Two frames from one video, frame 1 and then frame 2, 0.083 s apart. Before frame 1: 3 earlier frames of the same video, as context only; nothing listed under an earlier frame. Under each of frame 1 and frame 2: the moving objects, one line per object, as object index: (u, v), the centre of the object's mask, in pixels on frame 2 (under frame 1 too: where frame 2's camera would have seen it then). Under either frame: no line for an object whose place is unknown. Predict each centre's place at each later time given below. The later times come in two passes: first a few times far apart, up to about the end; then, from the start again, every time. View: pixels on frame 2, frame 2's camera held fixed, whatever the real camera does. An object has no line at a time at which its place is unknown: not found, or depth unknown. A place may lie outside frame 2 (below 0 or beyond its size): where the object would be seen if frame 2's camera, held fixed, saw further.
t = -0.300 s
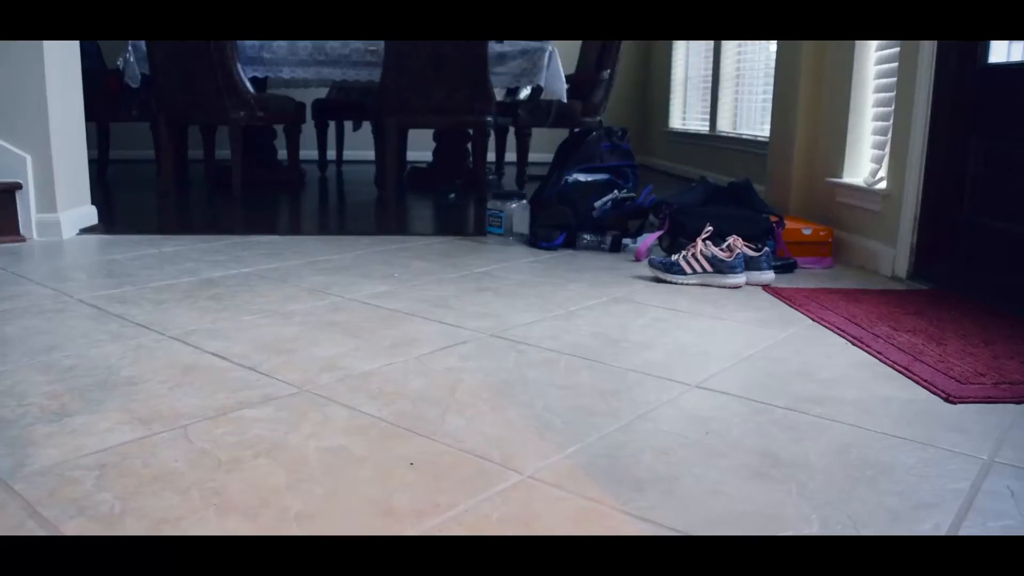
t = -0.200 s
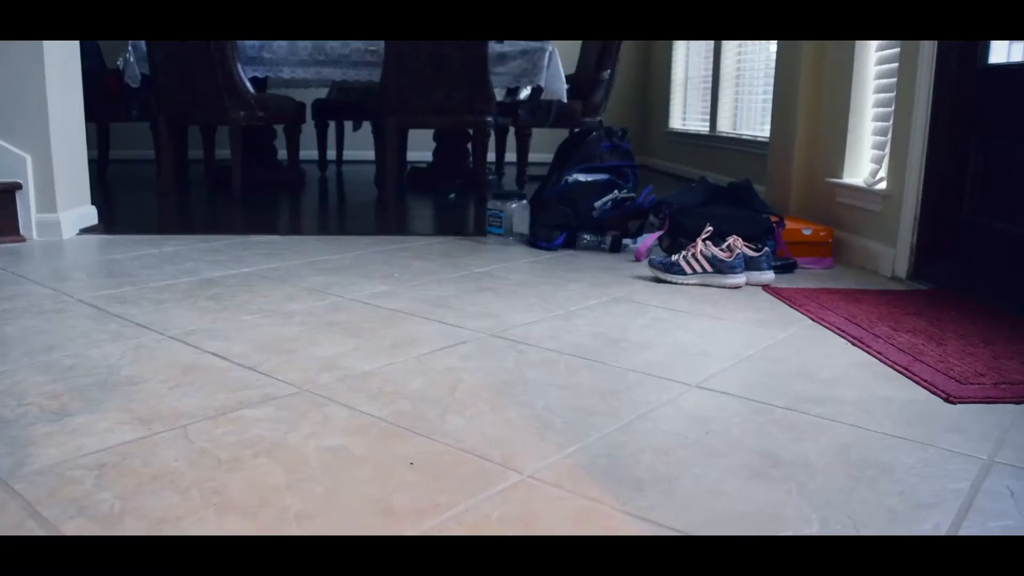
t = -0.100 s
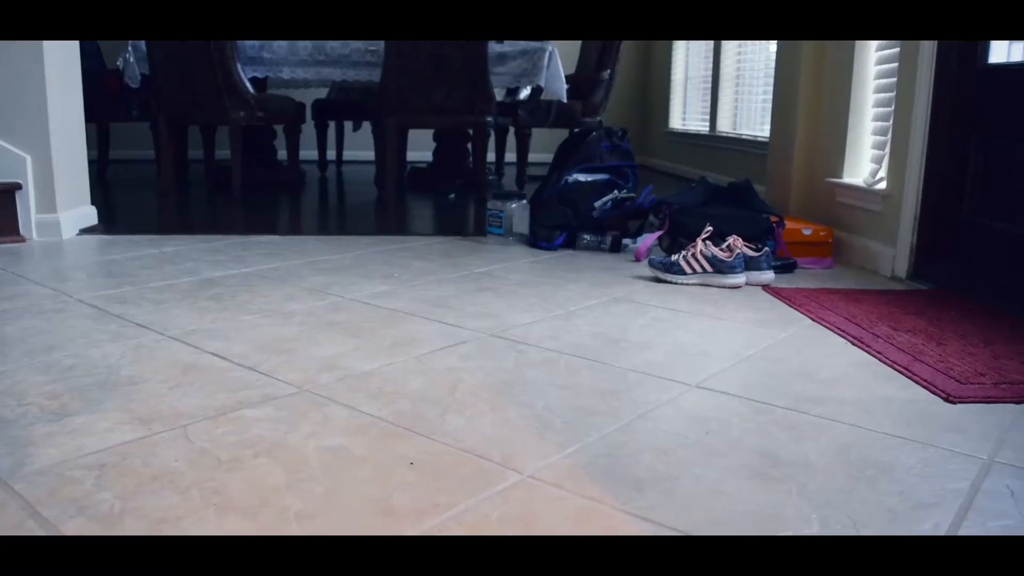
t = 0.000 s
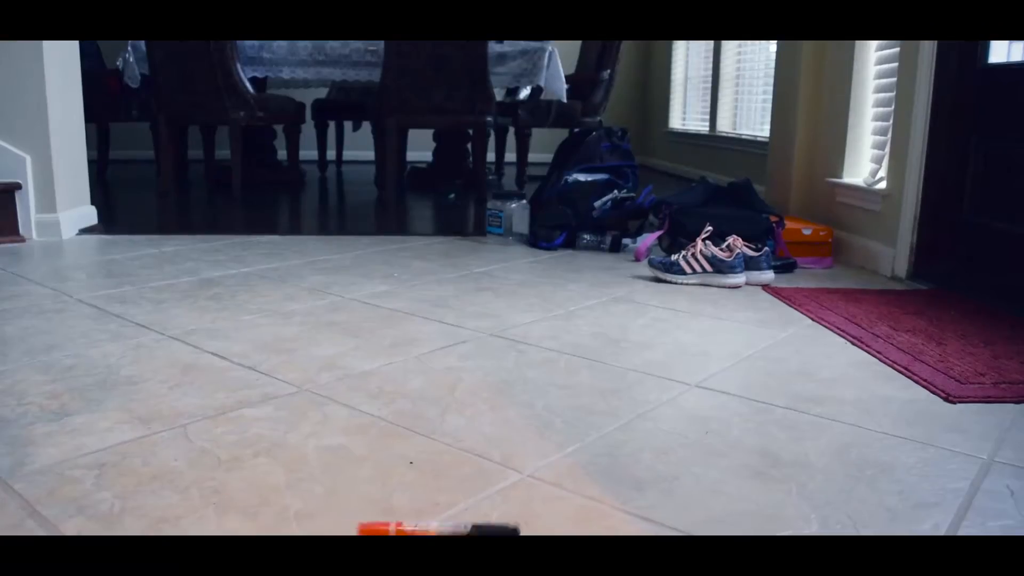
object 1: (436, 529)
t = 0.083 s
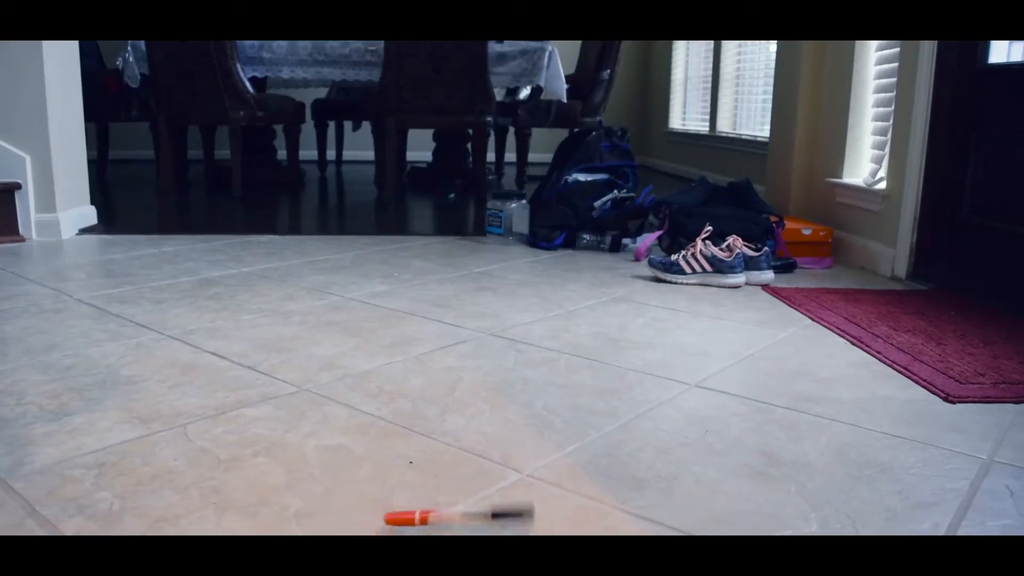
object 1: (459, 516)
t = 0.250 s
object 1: (476, 468)
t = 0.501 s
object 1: (490, 410)
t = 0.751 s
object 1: (496, 376)
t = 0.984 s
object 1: (493, 353)
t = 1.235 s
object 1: (492, 339)
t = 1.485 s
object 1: (492, 331)
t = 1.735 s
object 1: (492, 324)
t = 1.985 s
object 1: (492, 319)
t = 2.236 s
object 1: (491, 314)
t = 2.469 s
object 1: (491, 311)
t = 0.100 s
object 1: (460, 508)
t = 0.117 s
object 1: (461, 498)
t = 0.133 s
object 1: (464, 492)
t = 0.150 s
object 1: (467, 487)
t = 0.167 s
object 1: (470, 485)
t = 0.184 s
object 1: (471, 485)
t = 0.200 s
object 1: (473, 483)
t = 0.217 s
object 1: (470, 479)
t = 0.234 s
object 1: (475, 474)
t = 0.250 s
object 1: (476, 468)
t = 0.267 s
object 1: (476, 465)
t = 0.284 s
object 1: (475, 462)
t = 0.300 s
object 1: (481, 456)
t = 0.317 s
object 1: (479, 449)
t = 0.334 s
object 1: (480, 444)
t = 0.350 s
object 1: (481, 440)
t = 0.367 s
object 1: (483, 438)
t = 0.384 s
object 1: (485, 436)
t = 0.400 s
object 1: (485, 432)
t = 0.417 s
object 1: (486, 428)
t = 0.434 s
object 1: (489, 425)
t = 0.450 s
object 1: (488, 419)
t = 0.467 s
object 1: (488, 414)
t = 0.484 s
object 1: (490, 412)
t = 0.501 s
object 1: (490, 410)
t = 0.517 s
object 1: (492, 409)
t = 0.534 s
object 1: (493, 405)
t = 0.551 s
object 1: (494, 401)
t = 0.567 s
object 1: (495, 399)
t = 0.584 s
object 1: (495, 397)
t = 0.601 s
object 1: (494, 394)
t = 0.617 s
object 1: (494, 390)
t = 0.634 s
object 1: (494, 389)
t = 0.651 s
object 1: (495, 388)
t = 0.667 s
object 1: (496, 386)
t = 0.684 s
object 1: (496, 383)
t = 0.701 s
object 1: (496, 382)
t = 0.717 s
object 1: (497, 380)
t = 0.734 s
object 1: (497, 378)
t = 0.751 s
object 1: (496, 376)
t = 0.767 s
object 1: (495, 373)
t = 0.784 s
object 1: (495, 370)
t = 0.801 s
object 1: (496, 367)
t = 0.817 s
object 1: (496, 366)
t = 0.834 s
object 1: (496, 366)
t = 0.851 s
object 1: (495, 366)
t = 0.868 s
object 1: (494, 364)
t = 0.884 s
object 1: (493, 363)
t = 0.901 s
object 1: (493, 361)
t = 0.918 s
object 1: (493, 360)
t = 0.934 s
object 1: (493, 359)
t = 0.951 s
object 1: (493, 357)
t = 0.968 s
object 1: (493, 355)
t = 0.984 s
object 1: (493, 353)
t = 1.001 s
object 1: (493, 350)
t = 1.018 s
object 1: (493, 350)
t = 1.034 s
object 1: (492, 351)
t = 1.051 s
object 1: (493, 349)
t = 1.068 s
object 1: (493, 348)
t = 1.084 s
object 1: (493, 348)
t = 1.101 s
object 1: (493, 346)
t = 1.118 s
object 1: (493, 345)
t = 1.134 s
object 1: (493, 344)
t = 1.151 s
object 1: (493, 343)
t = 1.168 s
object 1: (493, 342)
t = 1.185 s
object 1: (493, 341)
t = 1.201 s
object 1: (493, 340)
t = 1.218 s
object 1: (493, 340)
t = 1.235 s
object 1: (492, 339)
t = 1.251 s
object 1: (493, 338)
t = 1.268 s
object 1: (493, 337)
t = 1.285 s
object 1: (493, 337)
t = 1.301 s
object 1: (493, 337)
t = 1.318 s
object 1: (493, 336)
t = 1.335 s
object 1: (492, 335)
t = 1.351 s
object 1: (493, 335)
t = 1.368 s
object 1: (493, 335)
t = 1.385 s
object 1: (493, 334)
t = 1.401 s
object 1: (493, 334)
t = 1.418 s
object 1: (493, 333)
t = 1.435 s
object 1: (493, 332)
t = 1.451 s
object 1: (493, 332)
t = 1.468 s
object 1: (493, 331)
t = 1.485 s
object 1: (492, 331)
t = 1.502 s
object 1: (493, 330)
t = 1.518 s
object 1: (493, 330)
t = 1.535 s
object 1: (493, 330)
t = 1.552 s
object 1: (493, 329)
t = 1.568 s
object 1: (493, 329)
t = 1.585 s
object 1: (493, 328)
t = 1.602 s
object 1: (493, 328)
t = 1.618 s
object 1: (492, 328)
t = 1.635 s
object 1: (493, 327)
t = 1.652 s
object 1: (492, 326)
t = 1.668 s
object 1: (493, 326)
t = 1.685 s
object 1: (492, 325)
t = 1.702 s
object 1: (493, 325)
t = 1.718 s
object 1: (492, 325)
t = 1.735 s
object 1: (492, 324)
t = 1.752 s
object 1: (492, 324)
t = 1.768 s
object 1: (492, 324)
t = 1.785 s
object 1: (492, 323)
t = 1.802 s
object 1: (492, 323)
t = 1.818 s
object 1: (492, 323)
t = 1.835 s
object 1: (492, 322)
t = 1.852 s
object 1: (491, 322)
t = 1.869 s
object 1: (491, 321)
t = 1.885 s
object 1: (491, 321)
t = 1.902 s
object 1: (491, 320)
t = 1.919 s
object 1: (491, 320)
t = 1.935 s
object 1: (491, 320)
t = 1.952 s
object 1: (491, 319)
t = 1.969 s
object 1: (491, 319)
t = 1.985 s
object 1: (492, 319)
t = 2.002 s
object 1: (492, 318)
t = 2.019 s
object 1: (492, 318)
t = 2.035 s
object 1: (491, 318)
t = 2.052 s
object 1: (491, 317)
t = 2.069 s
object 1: (492, 317)
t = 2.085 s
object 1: (491, 317)
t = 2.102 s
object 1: (492, 317)
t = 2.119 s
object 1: (491, 316)
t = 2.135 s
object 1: (492, 316)
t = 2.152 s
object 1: (492, 316)
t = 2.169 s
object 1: (492, 315)
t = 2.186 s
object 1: (492, 315)
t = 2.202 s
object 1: (491, 315)
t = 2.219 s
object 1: (492, 314)
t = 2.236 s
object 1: (491, 314)
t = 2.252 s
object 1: (491, 314)
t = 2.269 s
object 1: (492, 314)
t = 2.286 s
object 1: (492, 314)
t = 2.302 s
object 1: (492, 313)
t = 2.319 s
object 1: (492, 313)
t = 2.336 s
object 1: (492, 313)
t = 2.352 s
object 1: (492, 312)
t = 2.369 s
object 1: (492, 312)
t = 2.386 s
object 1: (492, 312)
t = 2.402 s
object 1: (491, 312)
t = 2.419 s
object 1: (491, 312)
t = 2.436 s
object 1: (491, 312)
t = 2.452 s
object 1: (491, 311)
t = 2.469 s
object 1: (491, 311)
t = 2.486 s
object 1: (492, 311)
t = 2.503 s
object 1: (491, 311)
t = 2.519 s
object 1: (491, 311)
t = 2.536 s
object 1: (492, 311)
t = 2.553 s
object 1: (492, 310)
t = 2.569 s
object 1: (492, 310)
